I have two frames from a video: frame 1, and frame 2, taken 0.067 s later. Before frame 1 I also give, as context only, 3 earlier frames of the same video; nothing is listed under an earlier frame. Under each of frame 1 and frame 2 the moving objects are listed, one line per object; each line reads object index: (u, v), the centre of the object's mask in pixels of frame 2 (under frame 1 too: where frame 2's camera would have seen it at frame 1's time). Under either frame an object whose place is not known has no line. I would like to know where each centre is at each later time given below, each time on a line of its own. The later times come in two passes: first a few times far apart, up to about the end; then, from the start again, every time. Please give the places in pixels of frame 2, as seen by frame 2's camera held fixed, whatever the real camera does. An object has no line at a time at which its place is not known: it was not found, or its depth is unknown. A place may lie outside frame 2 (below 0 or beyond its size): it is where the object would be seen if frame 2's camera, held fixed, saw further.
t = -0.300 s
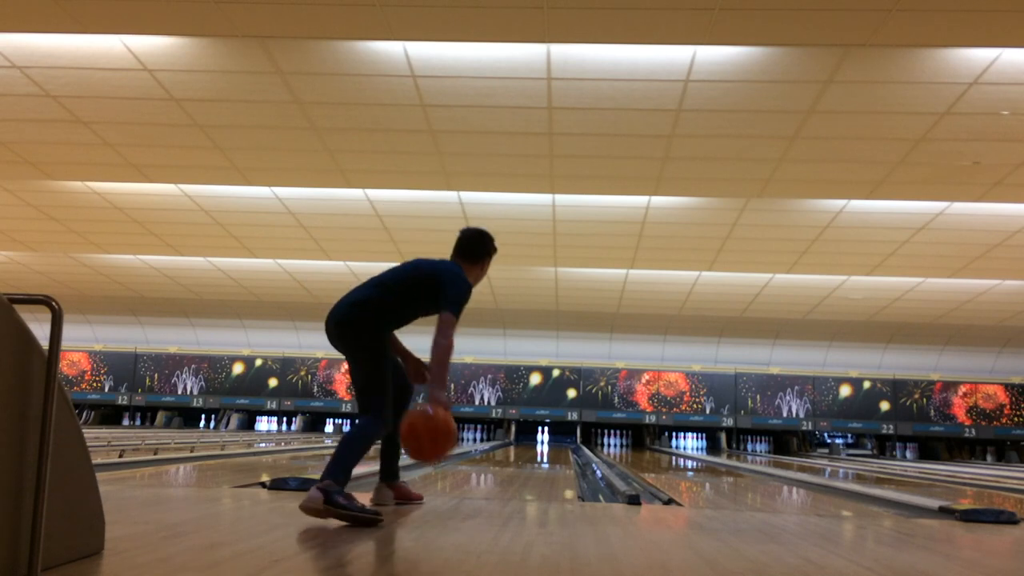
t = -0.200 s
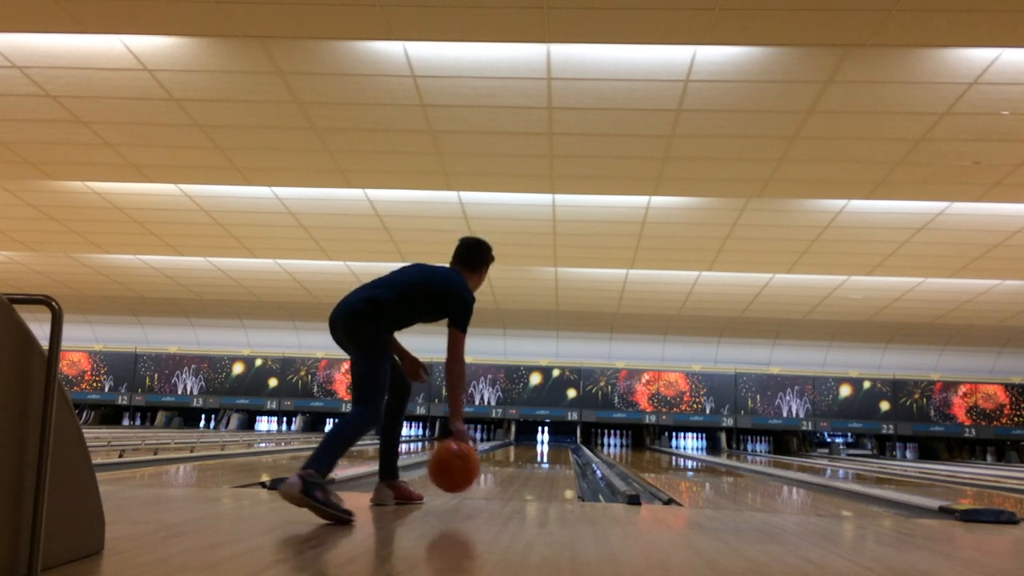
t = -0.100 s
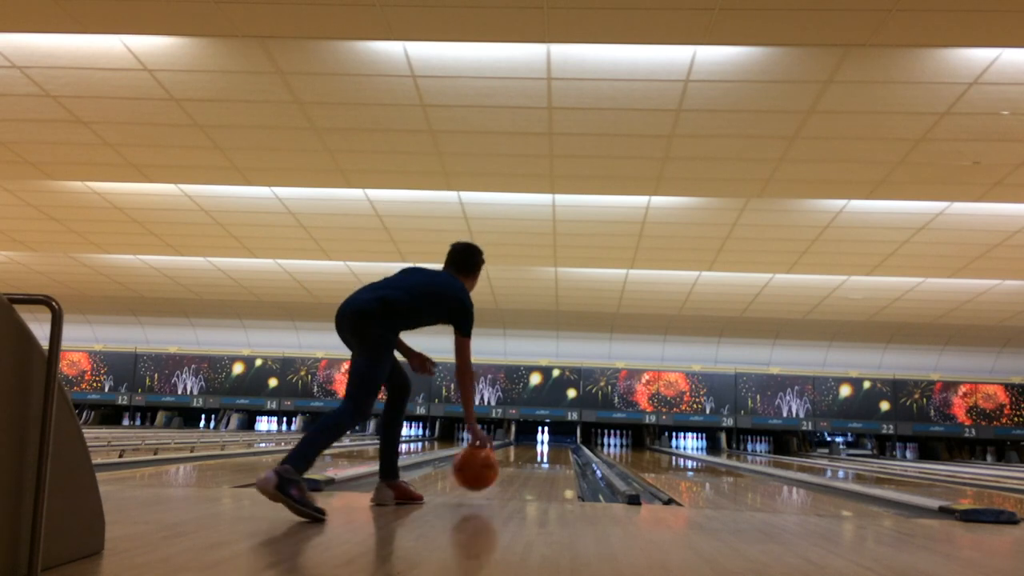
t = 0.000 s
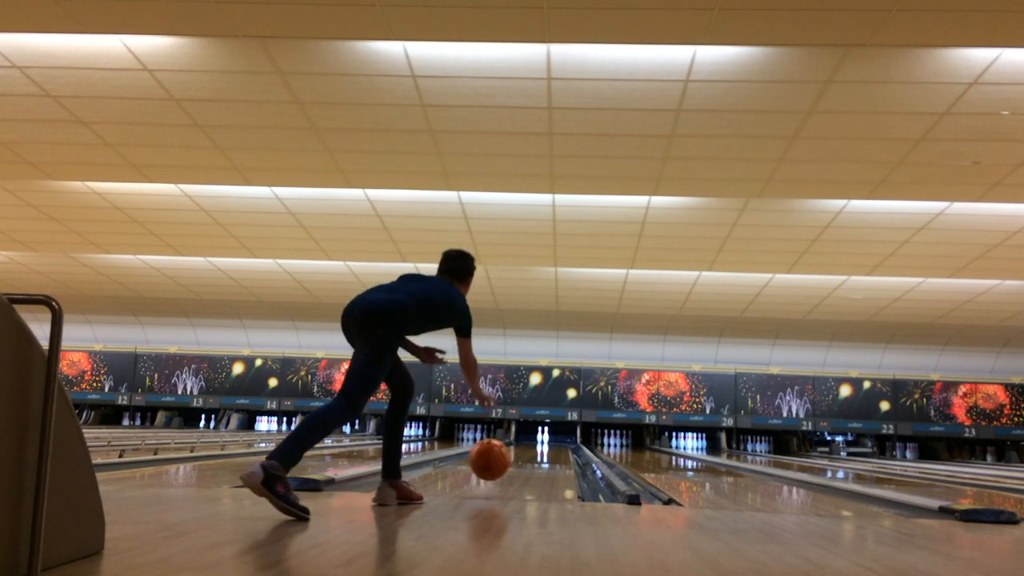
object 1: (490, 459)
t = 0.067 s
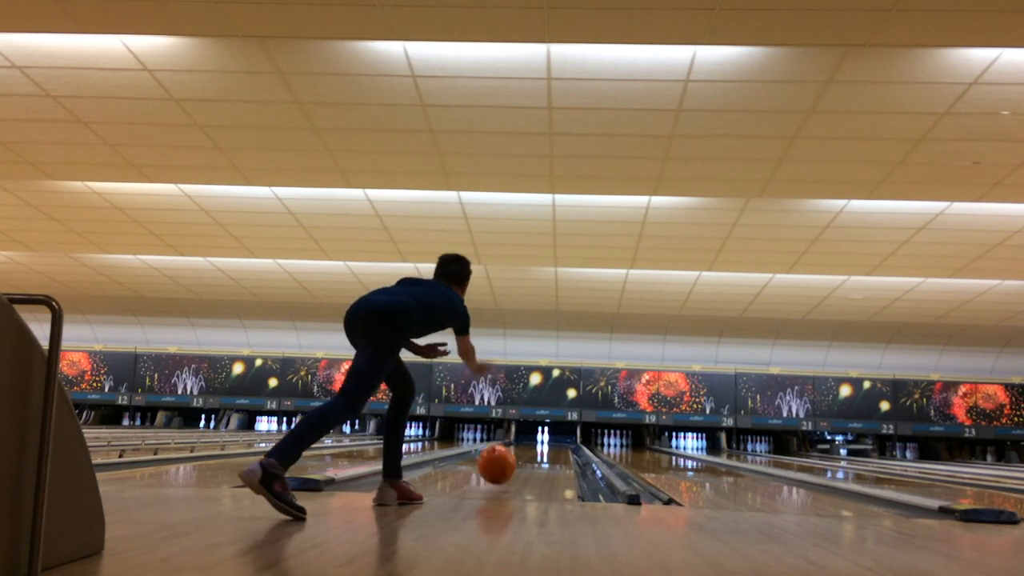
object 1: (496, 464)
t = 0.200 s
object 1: (508, 465)
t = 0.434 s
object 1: (530, 456)
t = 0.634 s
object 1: (541, 451)
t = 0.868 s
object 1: (549, 447)
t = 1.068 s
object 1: (553, 445)
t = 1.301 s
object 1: (555, 443)
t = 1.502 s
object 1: (555, 442)
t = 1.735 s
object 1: (554, 441)
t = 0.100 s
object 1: (499, 468)
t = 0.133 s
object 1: (503, 466)
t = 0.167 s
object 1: (505, 465)
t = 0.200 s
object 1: (508, 465)
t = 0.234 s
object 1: (510, 464)
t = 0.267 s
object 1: (513, 464)
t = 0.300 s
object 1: (517, 461)
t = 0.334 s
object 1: (521, 460)
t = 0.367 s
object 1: (524, 458)
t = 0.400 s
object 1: (527, 457)
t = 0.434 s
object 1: (530, 456)
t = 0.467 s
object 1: (532, 455)
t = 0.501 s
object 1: (534, 453)
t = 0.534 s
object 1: (536, 453)
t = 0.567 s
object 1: (538, 452)
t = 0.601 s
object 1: (539, 452)
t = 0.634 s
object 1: (541, 451)
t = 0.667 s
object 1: (542, 451)
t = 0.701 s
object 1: (543, 450)
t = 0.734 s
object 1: (545, 449)
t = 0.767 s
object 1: (546, 449)
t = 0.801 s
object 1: (547, 448)
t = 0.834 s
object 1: (548, 448)
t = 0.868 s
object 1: (549, 447)
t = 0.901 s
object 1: (550, 447)
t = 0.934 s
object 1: (551, 446)
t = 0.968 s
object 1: (551, 446)
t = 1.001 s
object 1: (552, 446)
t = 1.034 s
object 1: (552, 445)
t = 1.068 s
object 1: (553, 445)
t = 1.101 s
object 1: (553, 445)
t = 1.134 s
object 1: (554, 444)
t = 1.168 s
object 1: (554, 444)
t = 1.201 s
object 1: (554, 444)
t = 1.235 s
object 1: (555, 443)
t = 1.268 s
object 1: (555, 443)
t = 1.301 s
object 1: (555, 443)
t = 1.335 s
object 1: (555, 443)
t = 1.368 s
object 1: (555, 442)
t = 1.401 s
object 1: (555, 442)
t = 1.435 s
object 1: (555, 442)
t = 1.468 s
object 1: (555, 442)
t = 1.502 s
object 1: (555, 442)
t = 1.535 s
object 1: (555, 441)
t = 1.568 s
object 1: (555, 441)
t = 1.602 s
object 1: (555, 441)
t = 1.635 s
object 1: (555, 441)
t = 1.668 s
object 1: (555, 441)
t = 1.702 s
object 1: (555, 441)
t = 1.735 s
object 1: (554, 441)
